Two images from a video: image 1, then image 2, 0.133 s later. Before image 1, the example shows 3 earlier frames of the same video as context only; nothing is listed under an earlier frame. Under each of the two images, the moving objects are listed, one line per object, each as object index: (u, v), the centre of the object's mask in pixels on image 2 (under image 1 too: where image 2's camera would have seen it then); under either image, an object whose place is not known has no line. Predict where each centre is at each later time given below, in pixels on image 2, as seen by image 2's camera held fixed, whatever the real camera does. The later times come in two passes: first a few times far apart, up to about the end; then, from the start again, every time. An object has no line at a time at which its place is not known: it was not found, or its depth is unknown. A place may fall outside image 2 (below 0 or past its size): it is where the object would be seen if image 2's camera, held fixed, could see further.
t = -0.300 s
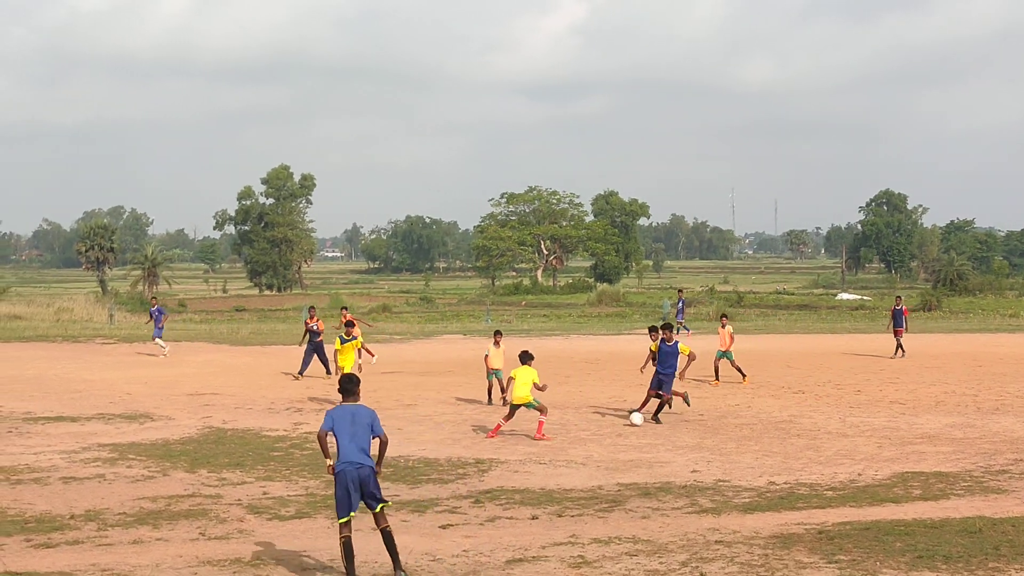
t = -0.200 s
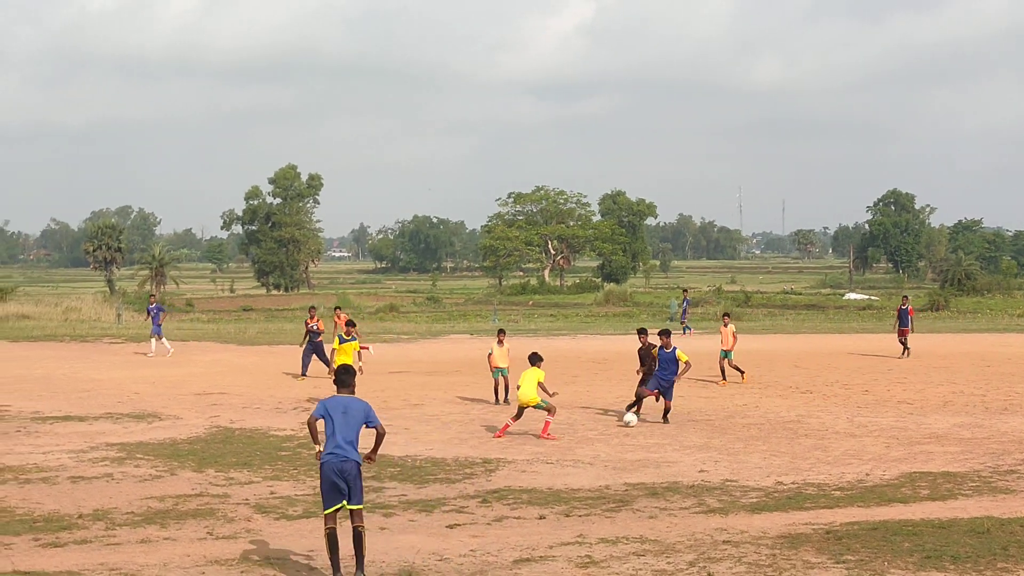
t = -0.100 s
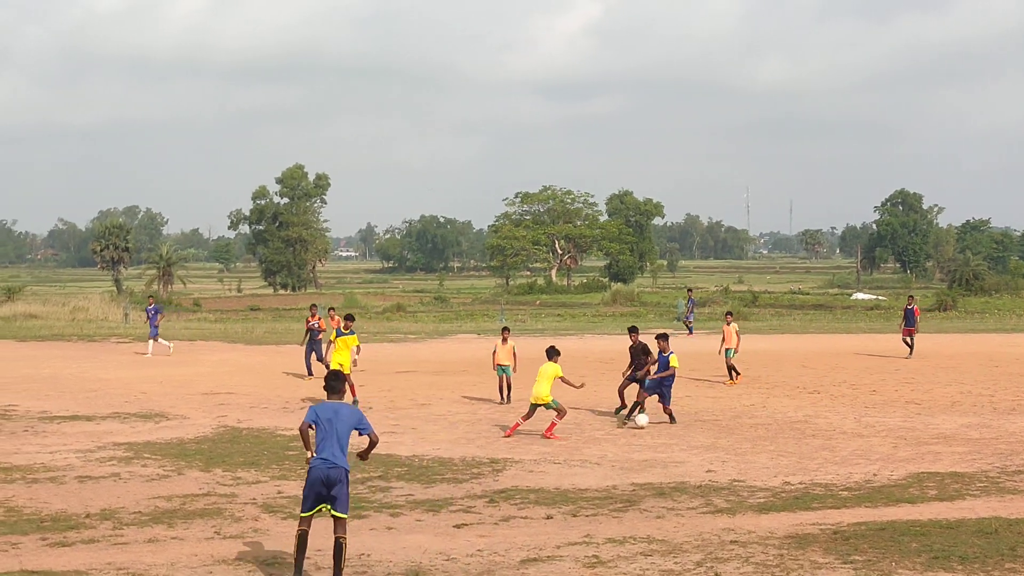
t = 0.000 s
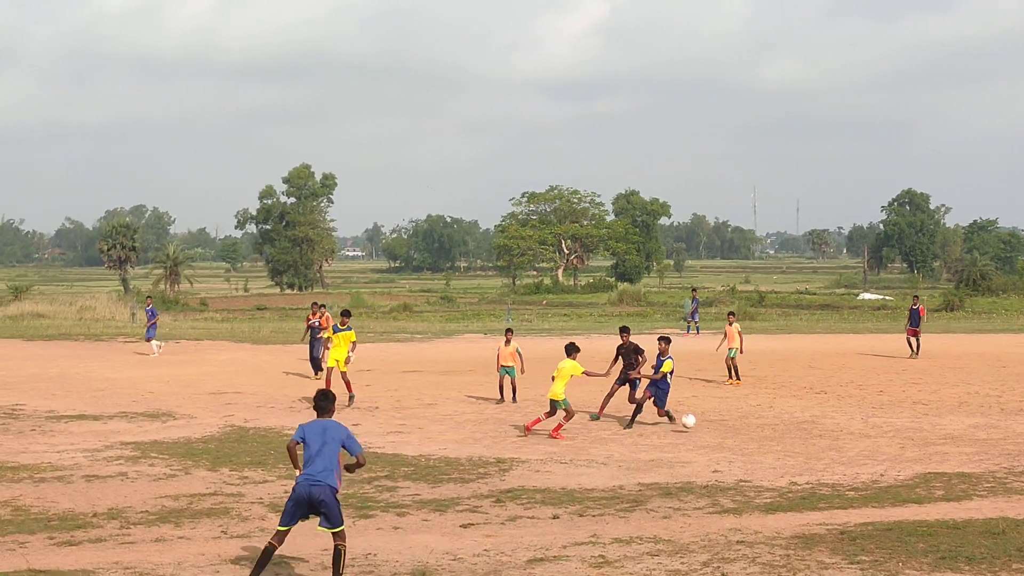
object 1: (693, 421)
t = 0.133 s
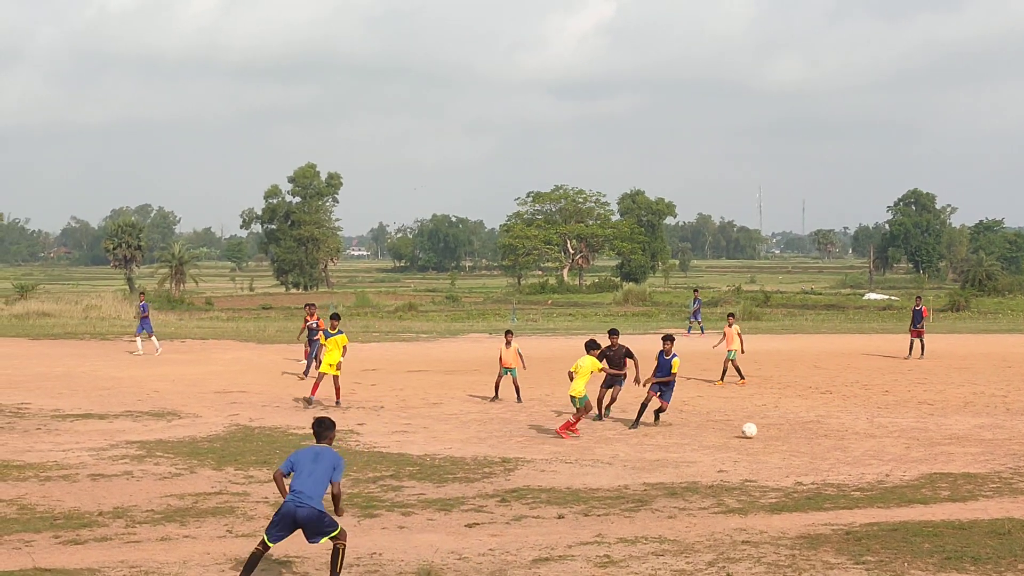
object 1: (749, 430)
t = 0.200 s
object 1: (775, 432)
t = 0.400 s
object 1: (845, 437)
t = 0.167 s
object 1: (762, 431)
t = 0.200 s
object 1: (775, 432)
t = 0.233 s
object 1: (788, 434)
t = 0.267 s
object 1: (800, 435)
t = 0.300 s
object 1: (811, 435)
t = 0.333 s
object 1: (822, 434)
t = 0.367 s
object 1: (834, 435)
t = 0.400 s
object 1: (845, 437)
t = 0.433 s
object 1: (856, 440)
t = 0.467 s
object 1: (867, 442)
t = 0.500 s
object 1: (878, 442)
